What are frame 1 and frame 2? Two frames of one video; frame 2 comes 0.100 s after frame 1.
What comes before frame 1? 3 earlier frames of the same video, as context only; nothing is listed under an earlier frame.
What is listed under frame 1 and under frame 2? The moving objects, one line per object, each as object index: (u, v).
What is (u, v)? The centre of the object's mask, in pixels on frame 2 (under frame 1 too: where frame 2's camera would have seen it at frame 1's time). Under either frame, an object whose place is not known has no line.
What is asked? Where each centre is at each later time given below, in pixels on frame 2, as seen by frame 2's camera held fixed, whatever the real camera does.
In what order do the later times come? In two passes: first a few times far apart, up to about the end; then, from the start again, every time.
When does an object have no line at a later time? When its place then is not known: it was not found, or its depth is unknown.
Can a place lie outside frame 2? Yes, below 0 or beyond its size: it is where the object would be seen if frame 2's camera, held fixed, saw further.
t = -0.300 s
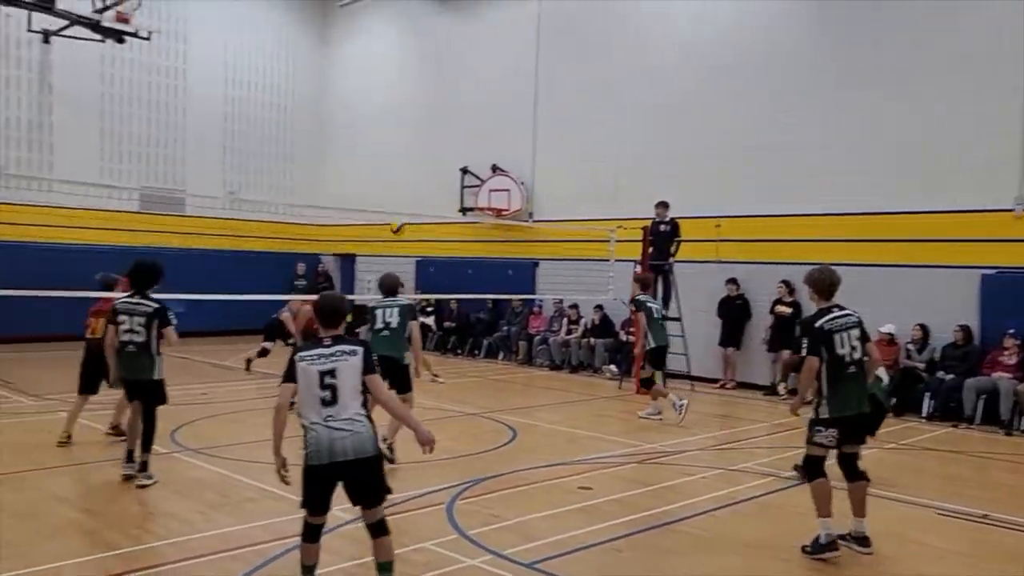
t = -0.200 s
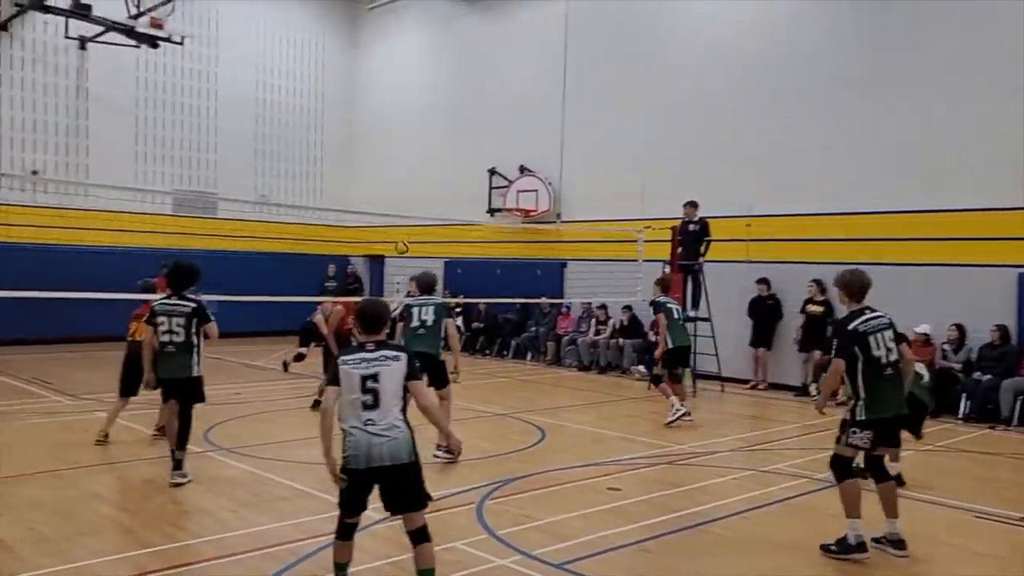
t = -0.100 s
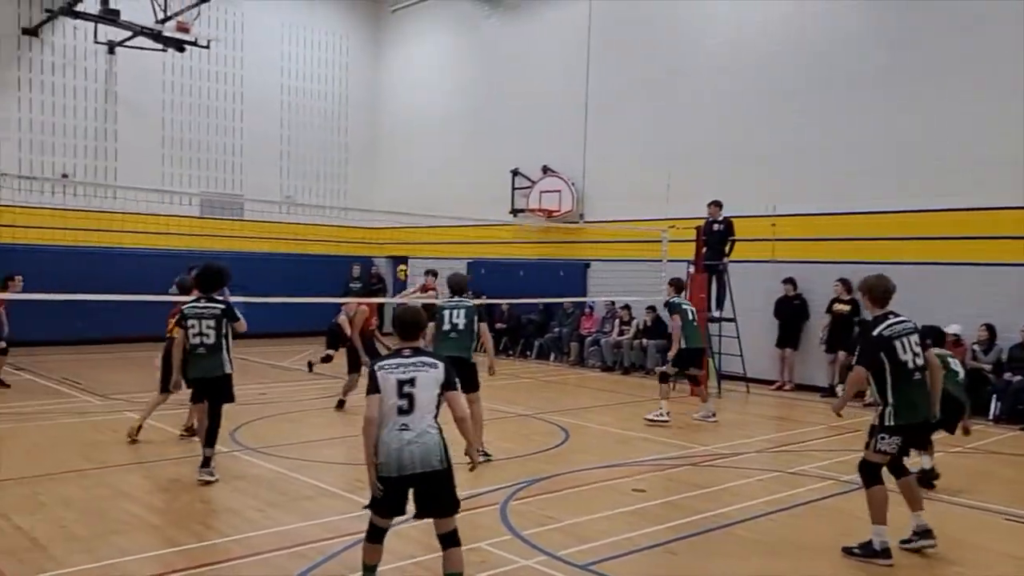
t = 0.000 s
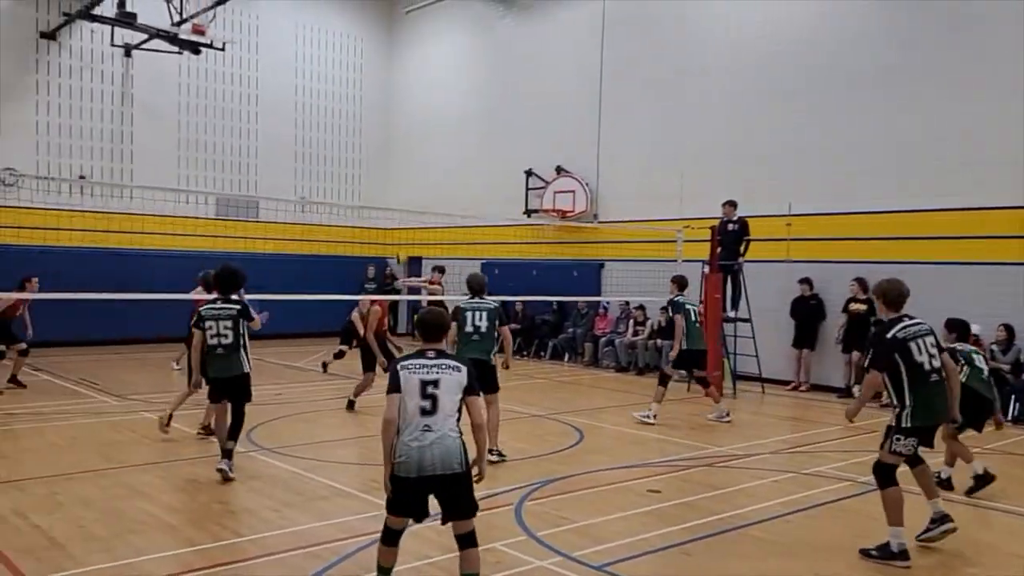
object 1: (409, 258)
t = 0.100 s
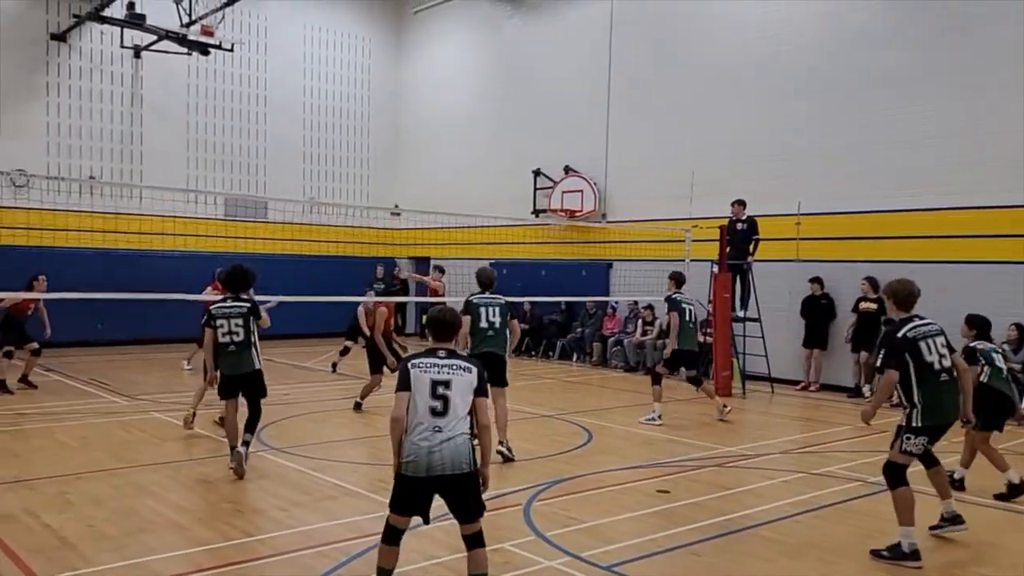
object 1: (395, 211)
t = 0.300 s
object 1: (368, 129)
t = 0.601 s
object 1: (325, 53)
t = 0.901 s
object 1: (277, 36)
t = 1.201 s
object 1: (228, 89)
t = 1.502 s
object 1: (179, 214)
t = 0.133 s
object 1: (392, 195)
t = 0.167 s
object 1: (387, 181)
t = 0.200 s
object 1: (382, 167)
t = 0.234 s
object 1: (378, 154)
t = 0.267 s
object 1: (374, 141)
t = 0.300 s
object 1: (368, 129)
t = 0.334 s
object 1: (364, 119)
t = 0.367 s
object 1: (360, 108)
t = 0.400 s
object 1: (355, 97)
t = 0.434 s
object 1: (349, 88)
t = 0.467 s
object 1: (344, 80)
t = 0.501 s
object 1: (340, 72)
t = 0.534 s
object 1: (335, 65)
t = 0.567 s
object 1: (329, 59)
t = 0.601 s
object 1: (325, 53)
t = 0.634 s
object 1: (319, 48)
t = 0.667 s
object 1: (314, 43)
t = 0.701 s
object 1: (309, 41)
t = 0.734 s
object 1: (304, 37)
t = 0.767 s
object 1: (299, 35)
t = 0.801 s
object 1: (293, 34)
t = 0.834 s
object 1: (288, 34)
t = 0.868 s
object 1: (283, 35)
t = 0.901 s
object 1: (277, 36)
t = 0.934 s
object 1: (272, 38)
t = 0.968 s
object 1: (267, 42)
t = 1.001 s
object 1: (261, 45)
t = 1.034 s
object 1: (255, 50)
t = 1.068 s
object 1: (250, 56)
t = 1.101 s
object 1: (245, 63)
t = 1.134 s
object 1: (239, 70)
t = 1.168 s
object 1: (233, 78)
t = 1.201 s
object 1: (228, 89)
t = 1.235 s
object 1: (222, 99)
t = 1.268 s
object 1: (217, 109)
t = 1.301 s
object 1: (211, 122)
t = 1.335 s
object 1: (206, 135)
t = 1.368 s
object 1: (201, 149)
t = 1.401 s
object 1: (194, 164)
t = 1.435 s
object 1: (189, 180)
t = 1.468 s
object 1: (184, 199)
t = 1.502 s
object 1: (179, 214)
